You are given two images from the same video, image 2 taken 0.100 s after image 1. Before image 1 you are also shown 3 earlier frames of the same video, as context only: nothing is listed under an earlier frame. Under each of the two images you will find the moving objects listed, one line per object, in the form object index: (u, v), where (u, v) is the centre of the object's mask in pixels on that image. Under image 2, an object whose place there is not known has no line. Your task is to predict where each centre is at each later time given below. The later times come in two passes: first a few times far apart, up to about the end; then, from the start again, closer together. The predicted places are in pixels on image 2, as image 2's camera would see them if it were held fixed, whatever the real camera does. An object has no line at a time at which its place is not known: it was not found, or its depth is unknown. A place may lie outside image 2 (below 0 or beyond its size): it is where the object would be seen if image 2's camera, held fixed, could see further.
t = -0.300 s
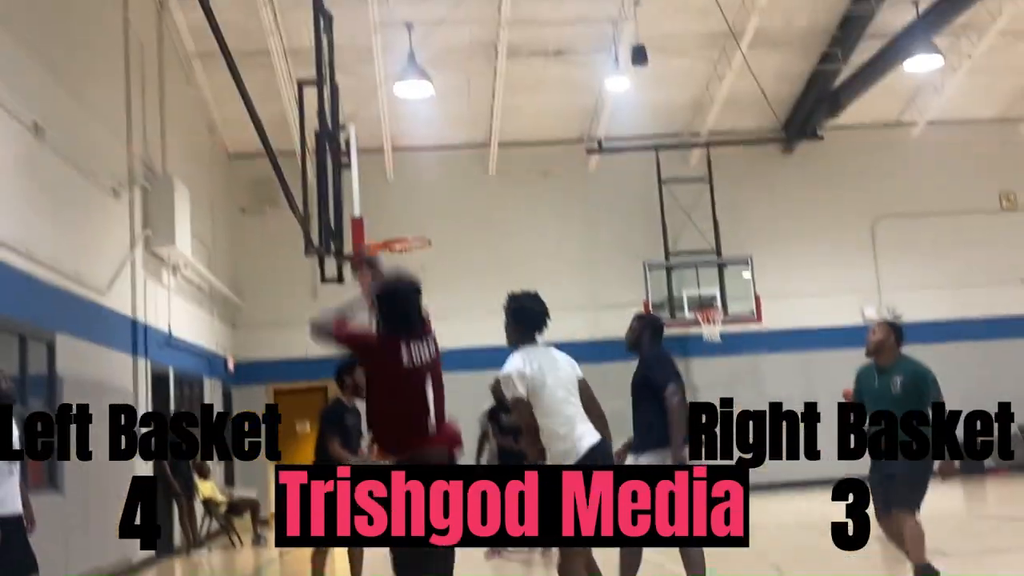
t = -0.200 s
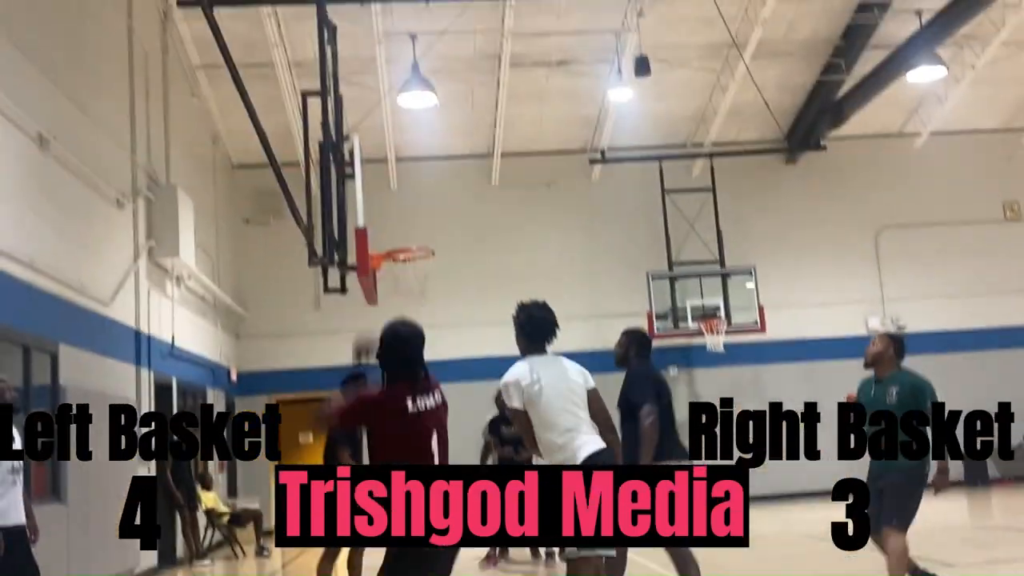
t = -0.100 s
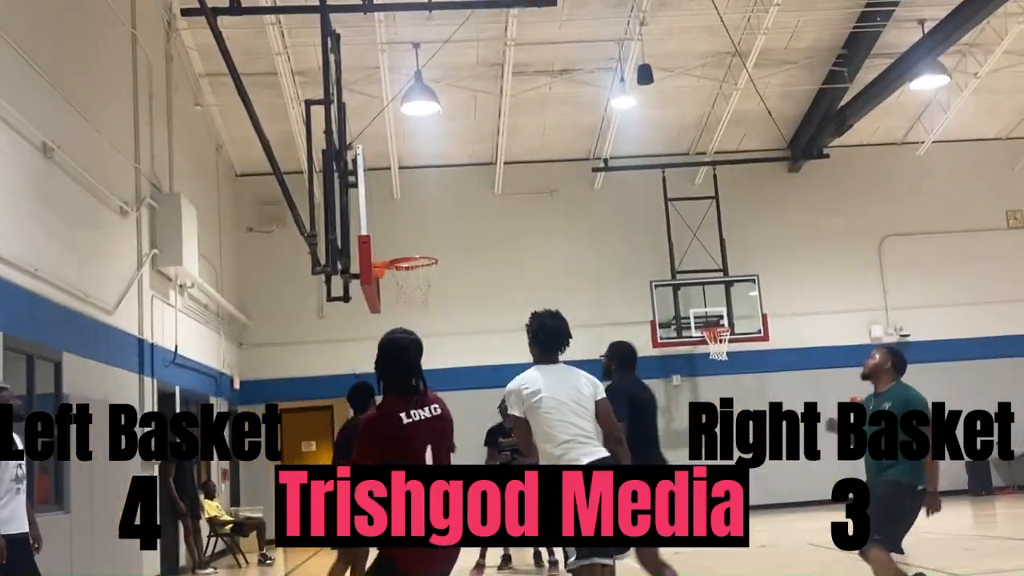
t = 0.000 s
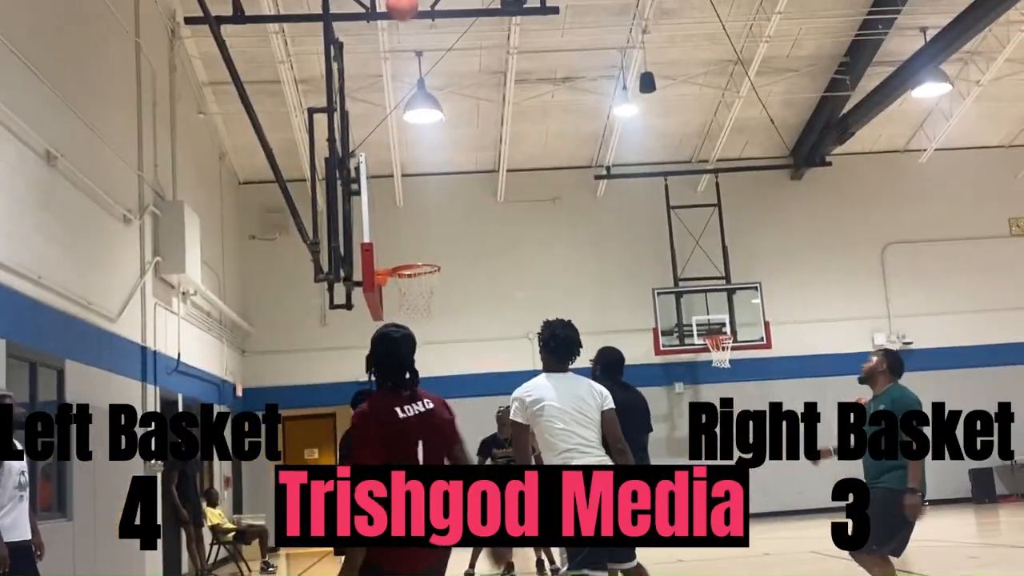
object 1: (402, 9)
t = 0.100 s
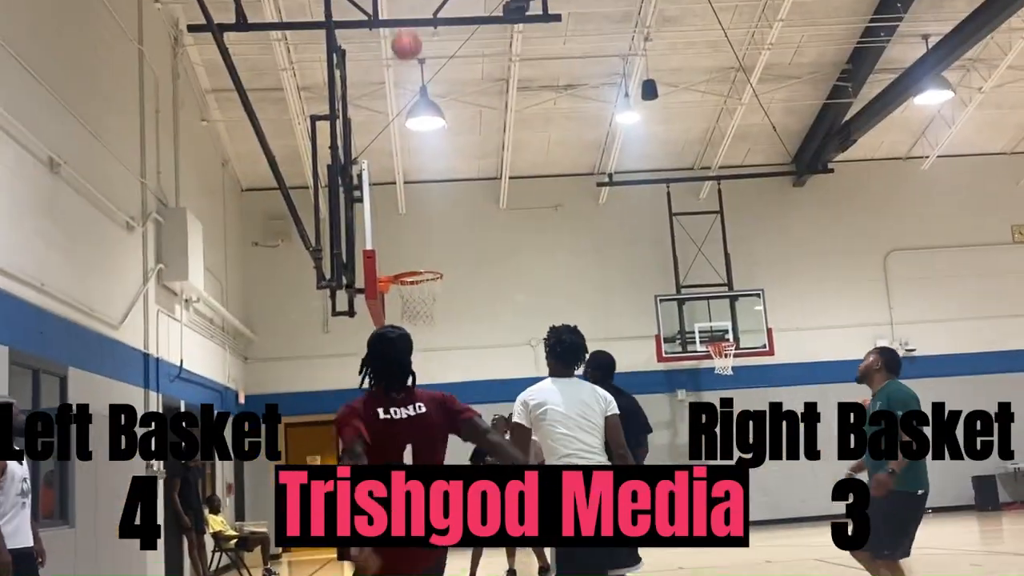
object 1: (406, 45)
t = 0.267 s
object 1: (408, 113)
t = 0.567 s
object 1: (420, 283)
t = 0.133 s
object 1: (407, 57)
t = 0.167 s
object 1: (408, 70)
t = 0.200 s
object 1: (409, 84)
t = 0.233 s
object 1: (409, 99)
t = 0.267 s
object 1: (408, 113)
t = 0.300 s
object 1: (410, 132)
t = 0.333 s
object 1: (412, 147)
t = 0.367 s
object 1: (413, 165)
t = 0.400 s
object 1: (414, 183)
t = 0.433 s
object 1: (415, 202)
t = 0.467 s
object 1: (416, 221)
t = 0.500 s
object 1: (417, 241)
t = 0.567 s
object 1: (420, 283)
